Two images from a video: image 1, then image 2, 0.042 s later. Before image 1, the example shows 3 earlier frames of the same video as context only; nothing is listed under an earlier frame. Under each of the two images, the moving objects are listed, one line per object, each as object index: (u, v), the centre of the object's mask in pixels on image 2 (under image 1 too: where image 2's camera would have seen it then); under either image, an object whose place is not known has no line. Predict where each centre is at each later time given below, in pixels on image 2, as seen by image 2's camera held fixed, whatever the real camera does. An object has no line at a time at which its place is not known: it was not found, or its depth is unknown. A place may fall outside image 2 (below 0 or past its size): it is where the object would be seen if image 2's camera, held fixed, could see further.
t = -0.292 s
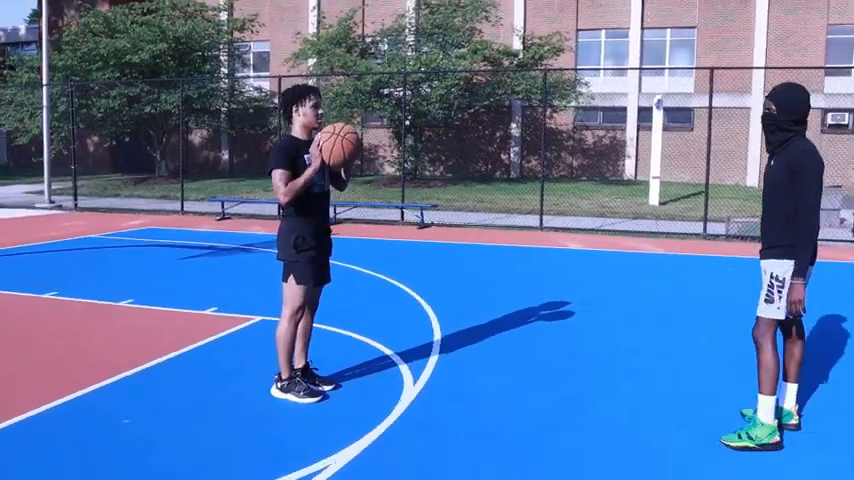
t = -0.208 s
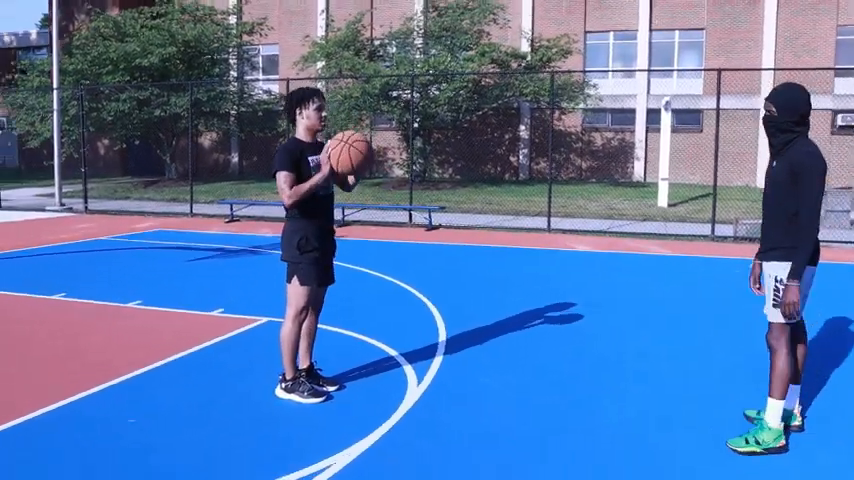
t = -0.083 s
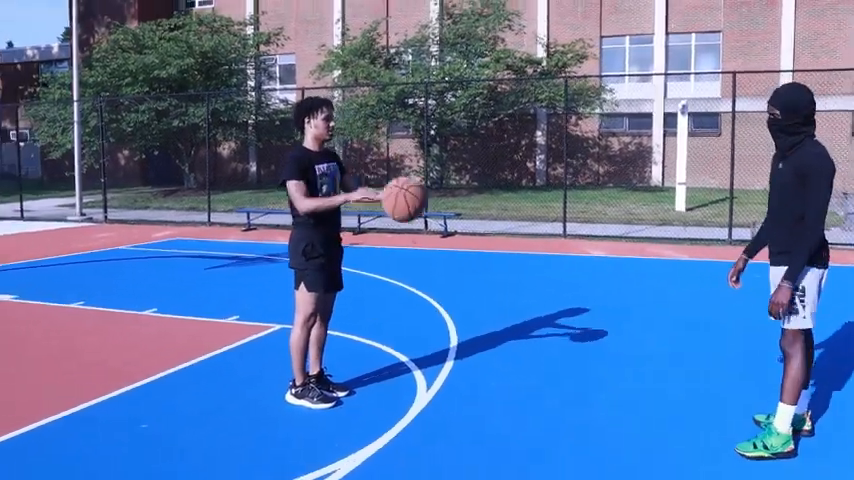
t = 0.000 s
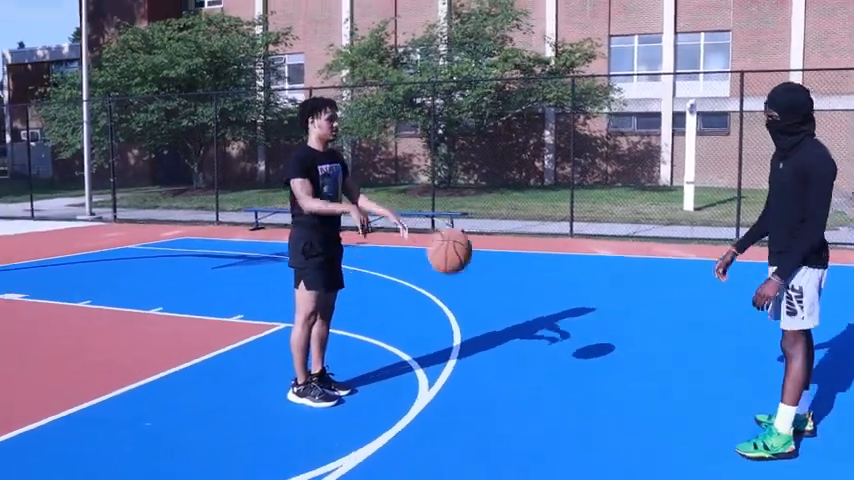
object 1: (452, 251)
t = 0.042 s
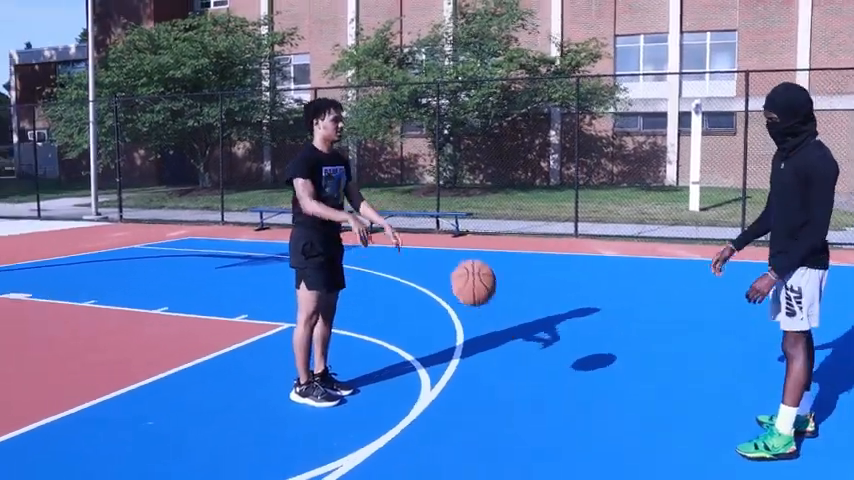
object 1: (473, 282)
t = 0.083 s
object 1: (496, 318)
